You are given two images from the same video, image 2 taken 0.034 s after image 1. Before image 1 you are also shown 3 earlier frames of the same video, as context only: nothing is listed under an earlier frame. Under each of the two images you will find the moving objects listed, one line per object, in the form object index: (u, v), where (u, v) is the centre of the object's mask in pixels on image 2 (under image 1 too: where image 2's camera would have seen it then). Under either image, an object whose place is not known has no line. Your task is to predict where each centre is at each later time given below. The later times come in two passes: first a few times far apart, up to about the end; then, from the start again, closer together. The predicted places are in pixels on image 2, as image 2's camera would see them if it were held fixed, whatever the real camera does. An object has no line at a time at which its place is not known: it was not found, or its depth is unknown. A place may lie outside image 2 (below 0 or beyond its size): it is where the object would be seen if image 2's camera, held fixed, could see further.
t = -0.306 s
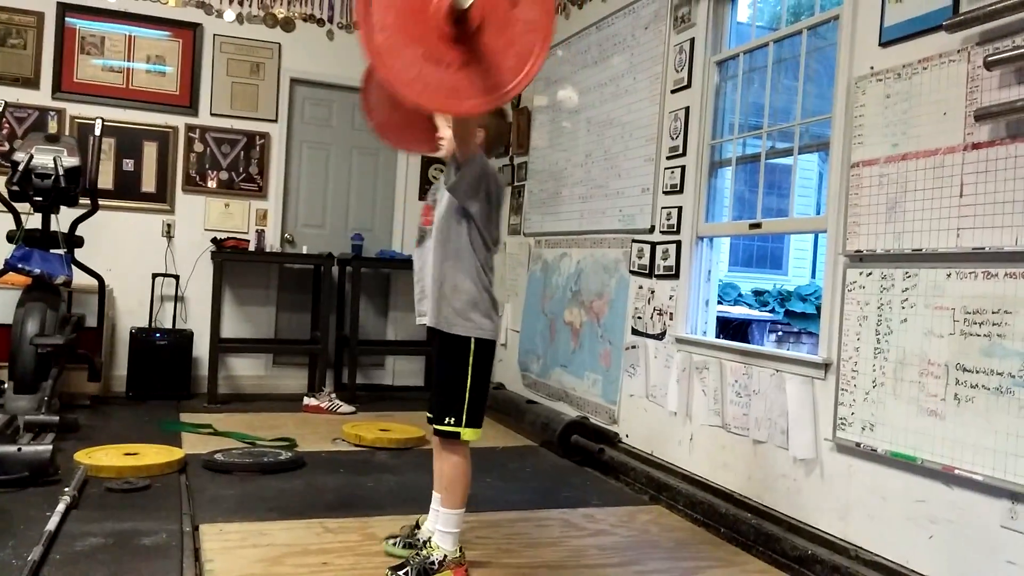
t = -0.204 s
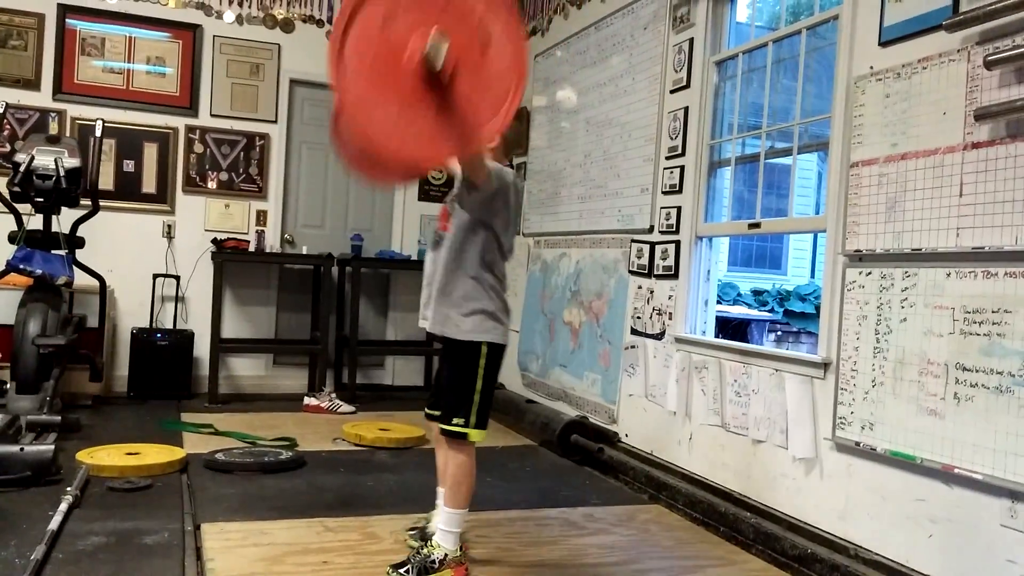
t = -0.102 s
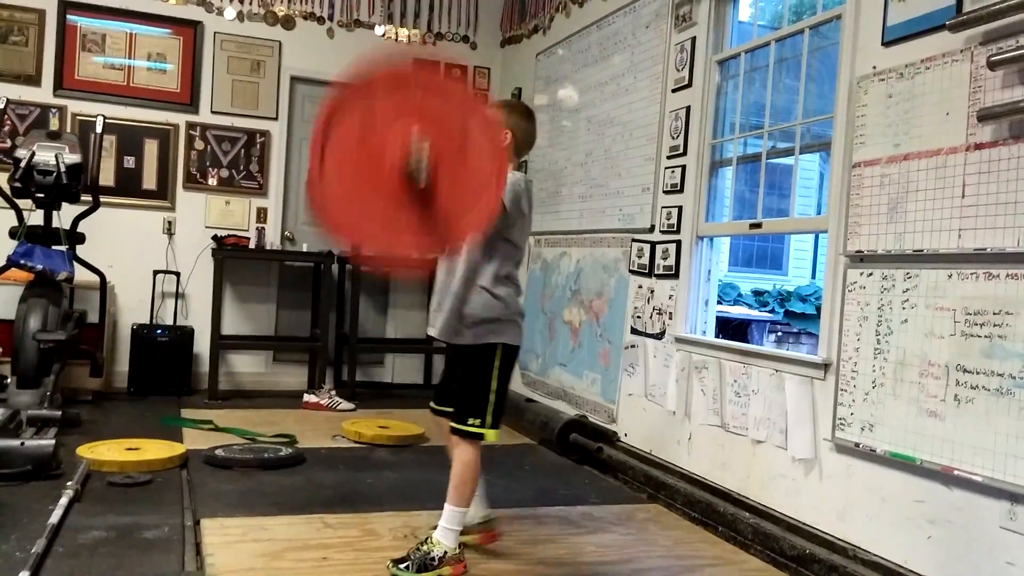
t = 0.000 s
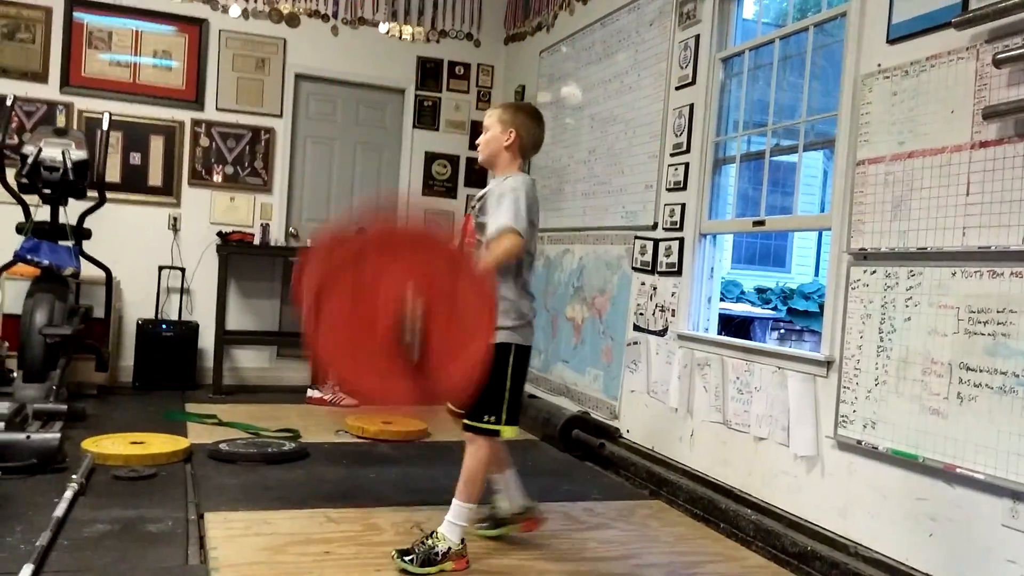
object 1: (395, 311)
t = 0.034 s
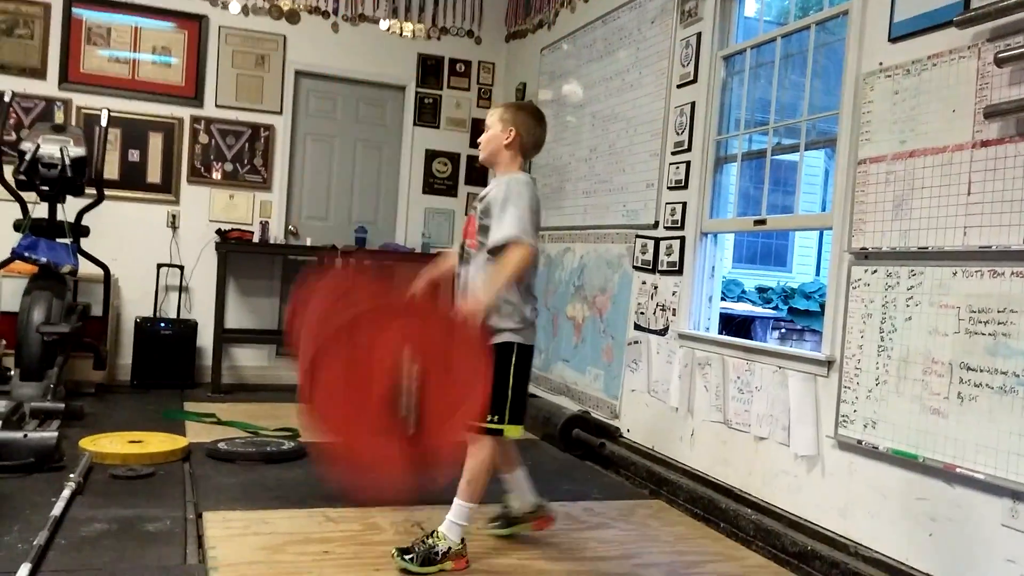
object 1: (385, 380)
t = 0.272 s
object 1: (370, 416)
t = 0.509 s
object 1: (363, 379)
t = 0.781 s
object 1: (333, 479)
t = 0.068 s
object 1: (376, 428)
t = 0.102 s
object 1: (369, 482)
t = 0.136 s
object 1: (364, 495)
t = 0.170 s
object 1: (365, 483)
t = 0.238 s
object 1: (368, 437)
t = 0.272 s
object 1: (370, 416)
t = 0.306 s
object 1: (371, 400)
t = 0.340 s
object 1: (371, 387)
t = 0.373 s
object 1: (371, 378)
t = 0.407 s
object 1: (370, 371)
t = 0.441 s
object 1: (370, 370)
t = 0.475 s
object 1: (369, 373)
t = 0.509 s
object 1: (363, 379)
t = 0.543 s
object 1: (362, 391)
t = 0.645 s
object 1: (349, 448)
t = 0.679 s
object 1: (343, 477)
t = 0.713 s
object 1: (336, 497)
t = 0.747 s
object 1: (334, 494)
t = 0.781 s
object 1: (333, 479)
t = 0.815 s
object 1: (333, 468)
